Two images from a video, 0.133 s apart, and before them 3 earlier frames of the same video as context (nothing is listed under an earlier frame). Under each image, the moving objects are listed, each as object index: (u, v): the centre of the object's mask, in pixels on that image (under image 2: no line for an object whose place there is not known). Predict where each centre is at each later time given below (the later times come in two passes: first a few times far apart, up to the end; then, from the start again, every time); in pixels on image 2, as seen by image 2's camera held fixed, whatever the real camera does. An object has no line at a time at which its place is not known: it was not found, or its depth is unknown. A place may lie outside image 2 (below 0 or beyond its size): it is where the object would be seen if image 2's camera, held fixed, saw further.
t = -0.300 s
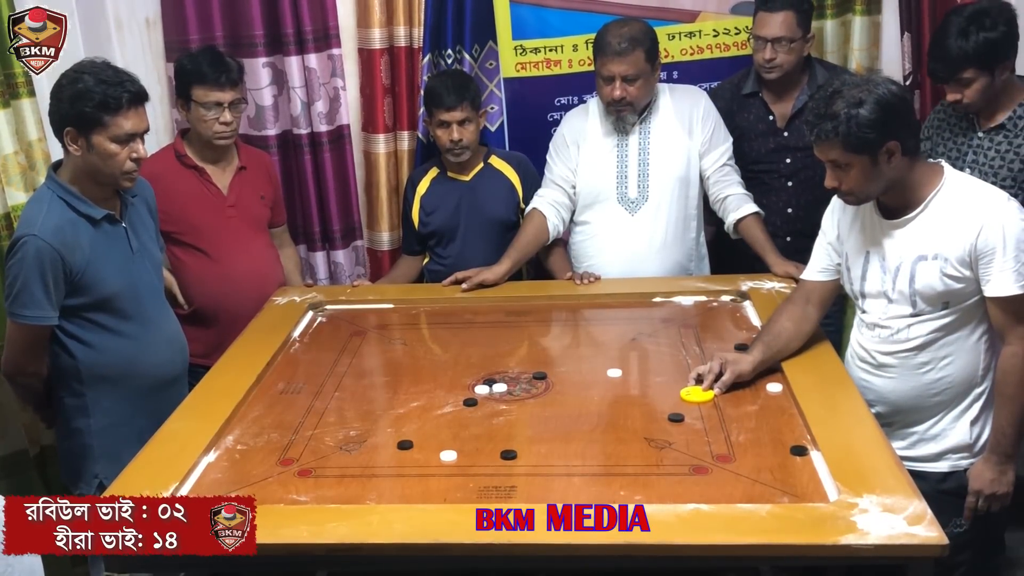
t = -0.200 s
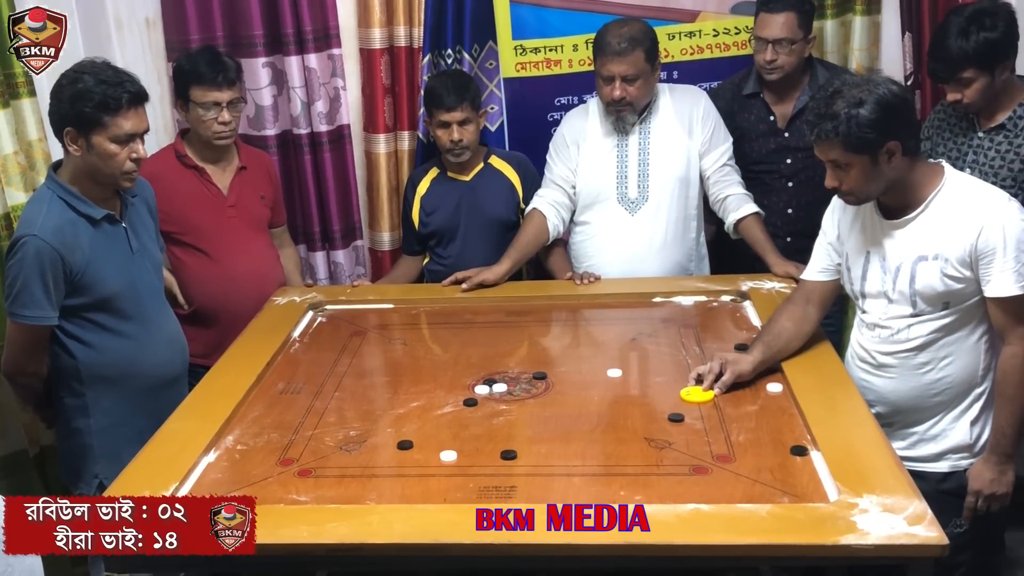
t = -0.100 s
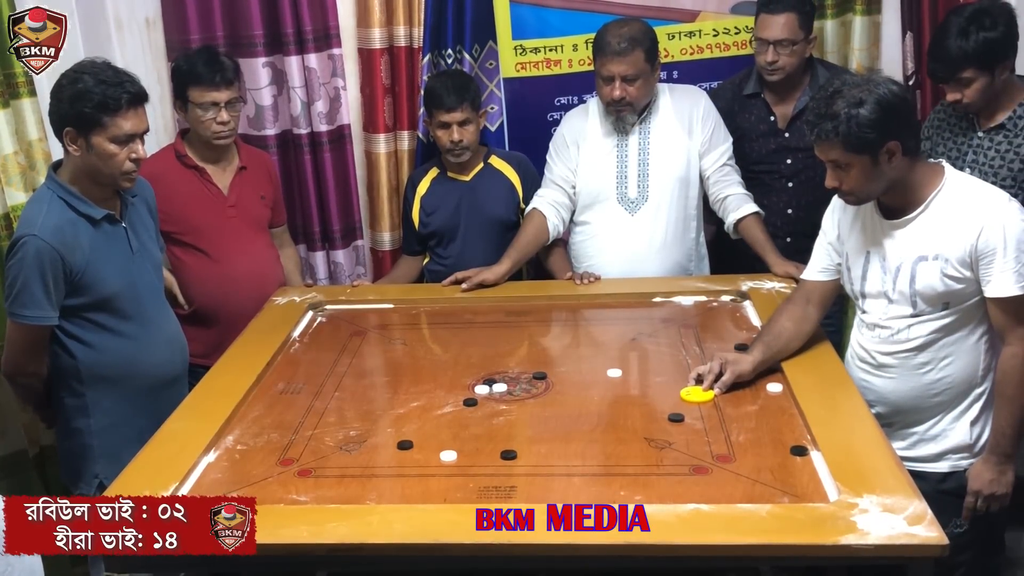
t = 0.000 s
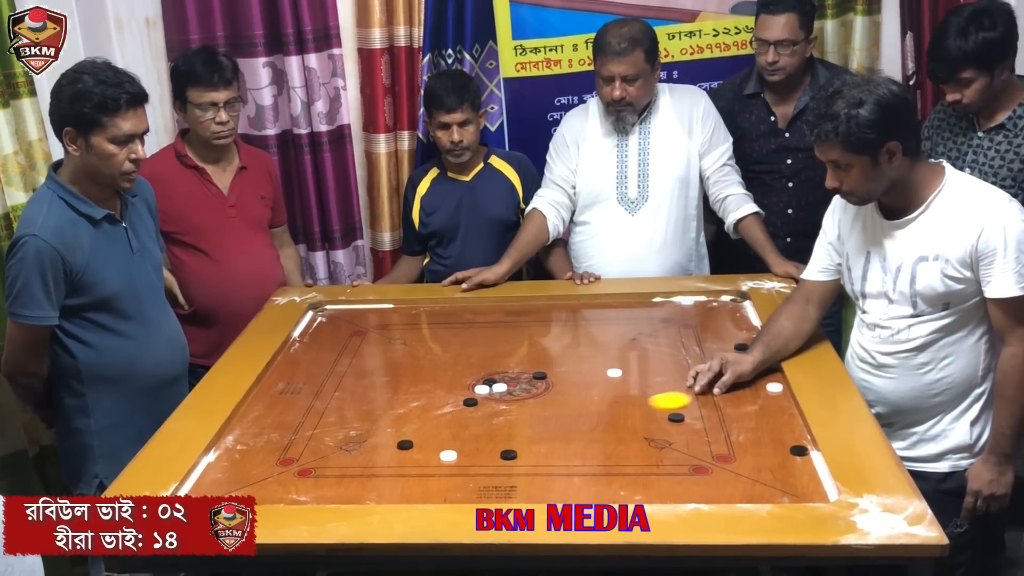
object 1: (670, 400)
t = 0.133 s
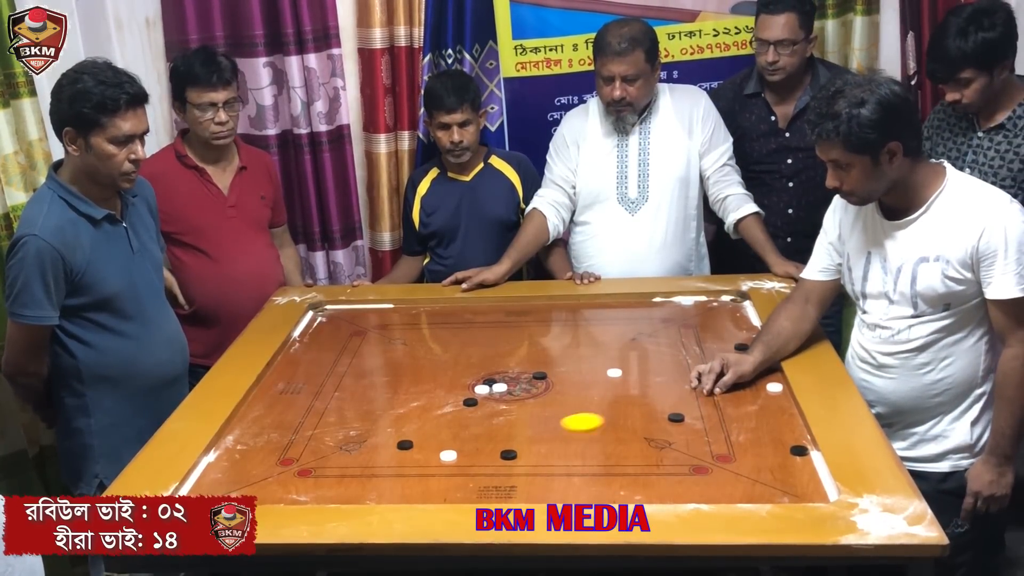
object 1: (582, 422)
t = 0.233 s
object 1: (518, 438)
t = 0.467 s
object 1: (406, 465)
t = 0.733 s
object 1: (316, 487)
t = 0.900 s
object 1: (277, 495)
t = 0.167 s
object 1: (560, 427)
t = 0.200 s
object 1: (539, 432)
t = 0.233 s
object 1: (518, 438)
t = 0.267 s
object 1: (496, 442)
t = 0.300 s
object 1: (476, 448)
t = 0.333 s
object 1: (460, 452)
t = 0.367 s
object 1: (446, 455)
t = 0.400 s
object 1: (432, 459)
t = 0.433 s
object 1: (419, 462)
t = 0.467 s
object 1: (406, 465)
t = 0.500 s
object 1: (393, 469)
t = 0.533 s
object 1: (381, 472)
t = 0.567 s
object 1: (368, 475)
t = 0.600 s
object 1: (357, 477)
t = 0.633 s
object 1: (346, 480)
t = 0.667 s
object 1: (335, 483)
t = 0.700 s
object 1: (325, 485)
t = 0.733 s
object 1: (316, 487)
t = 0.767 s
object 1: (307, 489)
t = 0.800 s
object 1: (298, 492)
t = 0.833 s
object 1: (291, 493)
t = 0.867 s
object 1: (284, 494)
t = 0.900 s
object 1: (277, 495)
